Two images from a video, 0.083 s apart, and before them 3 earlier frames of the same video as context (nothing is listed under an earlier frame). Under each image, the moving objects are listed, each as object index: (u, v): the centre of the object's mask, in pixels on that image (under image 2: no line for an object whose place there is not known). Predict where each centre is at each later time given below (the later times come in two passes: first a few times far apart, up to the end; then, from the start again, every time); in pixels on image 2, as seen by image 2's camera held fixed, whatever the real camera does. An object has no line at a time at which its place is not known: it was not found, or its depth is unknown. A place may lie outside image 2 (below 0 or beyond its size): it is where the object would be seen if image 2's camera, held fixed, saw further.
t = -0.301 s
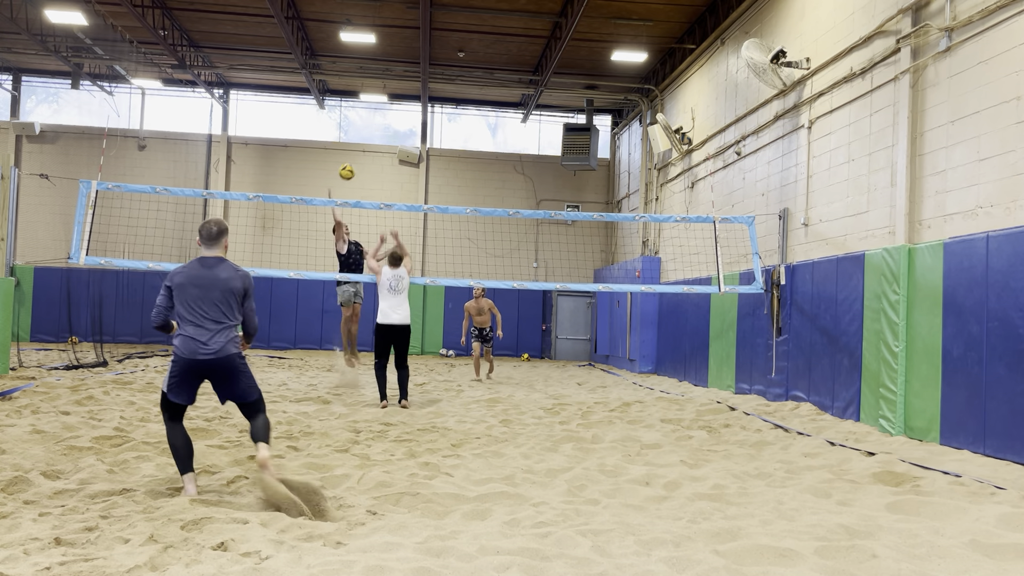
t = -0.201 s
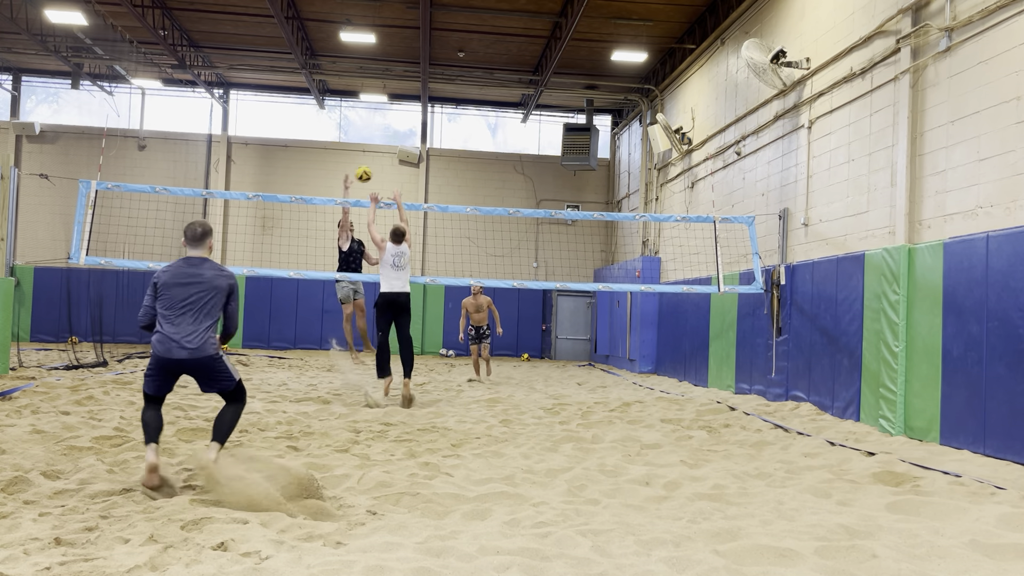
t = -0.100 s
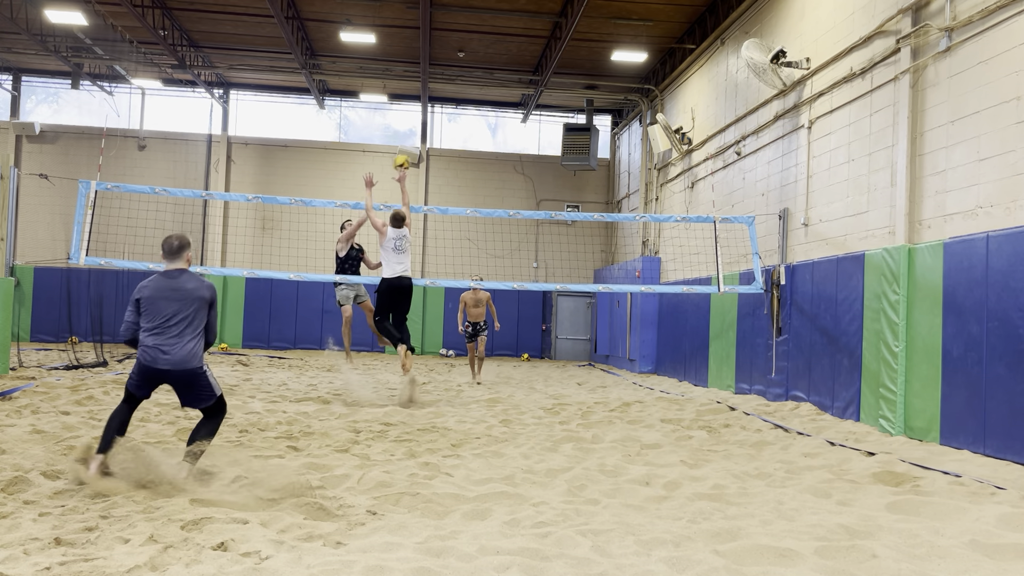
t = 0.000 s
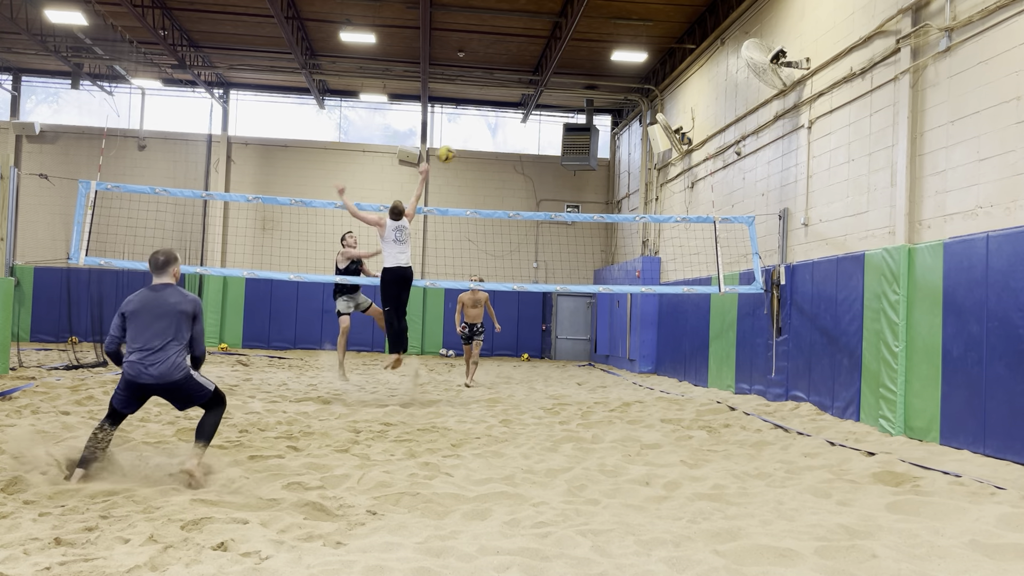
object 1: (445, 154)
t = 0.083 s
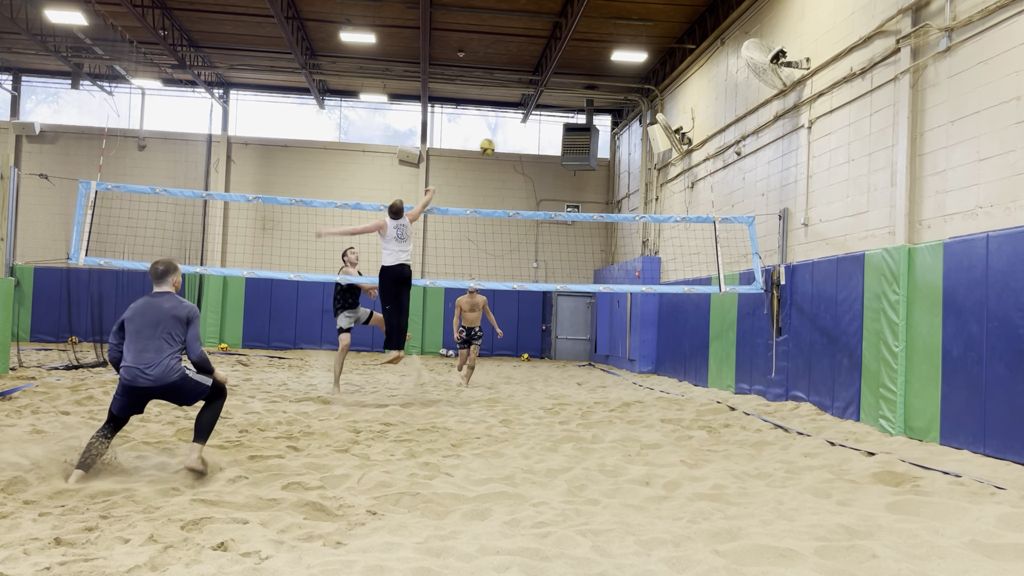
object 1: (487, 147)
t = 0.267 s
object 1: (582, 151)
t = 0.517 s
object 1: (719, 207)
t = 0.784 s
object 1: (872, 339)
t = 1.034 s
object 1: (813, 416)
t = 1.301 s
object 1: (745, 417)
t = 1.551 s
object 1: (695, 410)
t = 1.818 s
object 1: (660, 408)
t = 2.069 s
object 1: (635, 408)
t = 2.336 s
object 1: (615, 405)
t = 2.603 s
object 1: (599, 407)
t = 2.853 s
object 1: (583, 409)
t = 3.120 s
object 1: (572, 410)
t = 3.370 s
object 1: (571, 411)
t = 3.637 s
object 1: (571, 412)
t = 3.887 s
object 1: (573, 412)
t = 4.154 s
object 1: (573, 412)
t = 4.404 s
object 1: (572, 412)
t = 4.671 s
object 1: (572, 412)
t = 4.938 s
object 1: (572, 412)
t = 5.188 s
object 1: (572, 412)
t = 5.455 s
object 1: (572, 412)
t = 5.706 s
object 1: (572, 412)
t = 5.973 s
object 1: (572, 412)
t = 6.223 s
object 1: (572, 412)
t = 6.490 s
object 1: (572, 412)
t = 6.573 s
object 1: (573, 412)
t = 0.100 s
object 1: (496, 146)
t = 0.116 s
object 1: (504, 145)
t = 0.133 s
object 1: (513, 145)
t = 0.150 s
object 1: (521, 145)
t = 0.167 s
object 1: (530, 145)
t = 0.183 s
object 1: (538, 146)
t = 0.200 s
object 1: (547, 146)
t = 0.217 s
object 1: (557, 147)
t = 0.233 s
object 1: (566, 148)
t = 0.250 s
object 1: (573, 149)
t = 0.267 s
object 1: (582, 151)
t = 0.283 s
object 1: (590, 153)
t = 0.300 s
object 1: (599, 155)
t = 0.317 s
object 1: (609, 158)
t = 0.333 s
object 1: (617, 160)
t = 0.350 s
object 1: (626, 163)
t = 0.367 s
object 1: (636, 167)
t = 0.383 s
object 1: (645, 170)
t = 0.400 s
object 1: (654, 173)
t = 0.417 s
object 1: (663, 177)
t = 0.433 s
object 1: (673, 181)
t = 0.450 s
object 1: (682, 186)
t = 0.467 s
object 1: (691, 191)
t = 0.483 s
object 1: (700, 196)
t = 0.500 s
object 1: (710, 202)
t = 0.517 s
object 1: (719, 207)
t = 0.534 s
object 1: (729, 213)
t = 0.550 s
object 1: (738, 219)
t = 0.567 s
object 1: (748, 226)
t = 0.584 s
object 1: (758, 233)
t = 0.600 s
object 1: (767, 241)
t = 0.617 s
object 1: (777, 248)
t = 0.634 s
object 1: (786, 255)
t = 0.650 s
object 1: (795, 263)
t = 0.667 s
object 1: (806, 272)
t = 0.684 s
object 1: (815, 280)
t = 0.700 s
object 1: (825, 289)
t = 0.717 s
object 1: (834, 298)
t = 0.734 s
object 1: (844, 308)
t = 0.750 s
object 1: (854, 318)
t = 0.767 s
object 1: (864, 329)
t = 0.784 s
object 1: (872, 339)
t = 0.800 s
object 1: (871, 343)
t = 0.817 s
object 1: (867, 347)
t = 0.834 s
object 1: (863, 351)
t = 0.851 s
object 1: (859, 356)
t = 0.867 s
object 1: (854, 360)
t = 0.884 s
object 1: (850, 365)
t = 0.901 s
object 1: (846, 370)
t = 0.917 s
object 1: (841, 375)
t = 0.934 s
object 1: (837, 381)
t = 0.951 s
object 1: (833, 387)
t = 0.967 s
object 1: (829, 392)
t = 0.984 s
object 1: (825, 399)
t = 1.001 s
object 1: (821, 405)
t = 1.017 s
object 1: (817, 412)
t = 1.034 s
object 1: (813, 416)
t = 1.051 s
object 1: (809, 415)
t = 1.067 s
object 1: (804, 414)
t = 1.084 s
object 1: (800, 413)
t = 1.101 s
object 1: (796, 412)
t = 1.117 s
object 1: (791, 411)
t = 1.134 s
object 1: (787, 411)
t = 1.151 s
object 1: (782, 412)
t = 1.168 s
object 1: (778, 412)
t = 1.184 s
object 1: (774, 412)
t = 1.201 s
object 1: (769, 413)
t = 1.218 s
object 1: (766, 414)
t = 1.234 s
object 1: (761, 416)
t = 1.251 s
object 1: (757, 417)
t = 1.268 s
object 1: (753, 418)
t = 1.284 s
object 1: (749, 417)
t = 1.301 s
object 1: (745, 417)
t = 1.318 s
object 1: (742, 416)
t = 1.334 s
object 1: (738, 415)
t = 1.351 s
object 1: (735, 414)
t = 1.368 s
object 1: (731, 413)
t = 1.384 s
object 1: (727, 412)
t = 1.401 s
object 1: (724, 412)
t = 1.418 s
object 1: (721, 411)
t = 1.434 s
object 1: (717, 411)
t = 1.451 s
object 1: (714, 412)
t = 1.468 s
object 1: (710, 412)
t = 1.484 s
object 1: (707, 413)
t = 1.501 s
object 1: (704, 412)
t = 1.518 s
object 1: (701, 411)
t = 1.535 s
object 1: (698, 411)
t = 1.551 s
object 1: (695, 410)
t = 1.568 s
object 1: (692, 410)
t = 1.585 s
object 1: (690, 411)
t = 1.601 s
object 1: (687, 411)
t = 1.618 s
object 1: (684, 412)
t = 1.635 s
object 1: (681, 413)
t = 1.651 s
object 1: (678, 414)
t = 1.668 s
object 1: (676, 415)
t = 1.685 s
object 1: (674, 414)
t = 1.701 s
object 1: (672, 412)
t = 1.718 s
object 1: (670, 411)
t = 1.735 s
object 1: (668, 410)
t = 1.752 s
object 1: (667, 409)
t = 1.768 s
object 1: (665, 409)
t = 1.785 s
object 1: (663, 408)
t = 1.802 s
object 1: (661, 408)
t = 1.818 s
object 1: (660, 408)
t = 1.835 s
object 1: (658, 408)
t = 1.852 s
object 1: (657, 408)
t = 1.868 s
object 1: (655, 408)
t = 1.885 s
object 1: (653, 408)
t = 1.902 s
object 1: (651, 408)
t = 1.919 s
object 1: (650, 408)
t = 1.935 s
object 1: (648, 408)
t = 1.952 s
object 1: (646, 408)
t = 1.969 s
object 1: (645, 408)
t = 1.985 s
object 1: (643, 408)
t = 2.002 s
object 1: (641, 408)
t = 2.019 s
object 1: (640, 408)
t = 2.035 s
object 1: (638, 408)
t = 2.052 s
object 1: (636, 408)
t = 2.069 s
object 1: (635, 408)
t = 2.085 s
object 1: (633, 408)
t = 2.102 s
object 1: (632, 407)
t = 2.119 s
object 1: (630, 408)
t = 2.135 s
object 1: (629, 407)
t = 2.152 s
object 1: (628, 407)
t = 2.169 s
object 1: (626, 407)
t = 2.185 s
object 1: (625, 407)
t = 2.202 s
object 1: (624, 407)
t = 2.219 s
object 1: (622, 407)
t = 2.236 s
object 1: (621, 406)
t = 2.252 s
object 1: (620, 406)
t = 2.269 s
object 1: (619, 406)
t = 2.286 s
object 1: (618, 406)
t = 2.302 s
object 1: (617, 405)
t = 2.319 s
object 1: (616, 405)
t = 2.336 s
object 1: (615, 405)
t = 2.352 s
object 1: (613, 405)
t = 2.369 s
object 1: (613, 404)
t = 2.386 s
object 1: (612, 404)
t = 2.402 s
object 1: (611, 404)
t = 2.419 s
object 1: (610, 404)
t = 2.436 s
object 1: (609, 404)
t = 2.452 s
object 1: (608, 404)
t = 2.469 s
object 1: (607, 404)
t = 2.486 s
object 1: (606, 404)
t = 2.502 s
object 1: (605, 405)
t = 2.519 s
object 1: (604, 405)
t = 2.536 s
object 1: (603, 406)
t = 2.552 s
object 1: (602, 406)
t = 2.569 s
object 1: (601, 406)
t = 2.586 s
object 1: (600, 407)
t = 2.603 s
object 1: (599, 407)
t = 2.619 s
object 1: (598, 408)
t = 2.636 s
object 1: (597, 408)
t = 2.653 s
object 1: (596, 408)
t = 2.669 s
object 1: (595, 409)
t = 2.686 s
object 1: (593, 409)
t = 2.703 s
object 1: (592, 409)
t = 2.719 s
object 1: (591, 409)
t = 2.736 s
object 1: (590, 409)
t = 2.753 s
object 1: (589, 409)
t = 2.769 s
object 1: (588, 409)
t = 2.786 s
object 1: (587, 409)
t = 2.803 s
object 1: (585, 409)
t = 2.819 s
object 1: (584, 409)
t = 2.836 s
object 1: (584, 409)
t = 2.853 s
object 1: (583, 409)
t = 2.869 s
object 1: (582, 409)
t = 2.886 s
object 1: (581, 409)
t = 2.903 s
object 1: (580, 409)
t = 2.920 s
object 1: (579, 409)
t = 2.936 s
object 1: (579, 409)
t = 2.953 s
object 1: (578, 409)
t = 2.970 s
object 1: (577, 410)
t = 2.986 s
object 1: (576, 410)
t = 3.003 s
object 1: (576, 410)
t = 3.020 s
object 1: (575, 410)
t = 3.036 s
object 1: (574, 410)
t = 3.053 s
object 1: (574, 411)
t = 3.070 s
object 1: (573, 411)
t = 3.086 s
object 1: (573, 411)
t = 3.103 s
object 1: (572, 411)
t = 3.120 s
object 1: (572, 410)
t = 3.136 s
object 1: (571, 410)
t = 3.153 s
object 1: (571, 410)
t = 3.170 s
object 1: (571, 410)
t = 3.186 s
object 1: (571, 410)
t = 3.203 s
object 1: (571, 410)
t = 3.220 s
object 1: (571, 410)
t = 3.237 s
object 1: (571, 410)
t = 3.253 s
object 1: (571, 410)
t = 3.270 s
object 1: (571, 410)
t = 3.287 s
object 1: (571, 410)
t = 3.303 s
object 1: (571, 410)
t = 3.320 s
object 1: (571, 410)
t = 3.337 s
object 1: (571, 410)
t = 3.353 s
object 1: (571, 411)
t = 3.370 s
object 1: (571, 411)
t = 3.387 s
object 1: (572, 411)
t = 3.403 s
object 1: (572, 411)
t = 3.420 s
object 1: (572, 411)
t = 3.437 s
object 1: (572, 411)
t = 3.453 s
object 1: (572, 411)
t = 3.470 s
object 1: (572, 411)
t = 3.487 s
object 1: (572, 411)
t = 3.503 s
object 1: (572, 411)
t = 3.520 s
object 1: (572, 411)
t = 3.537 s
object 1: (572, 412)
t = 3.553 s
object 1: (572, 412)
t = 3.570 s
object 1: (572, 412)
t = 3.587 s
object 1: (571, 412)
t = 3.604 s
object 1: (571, 412)
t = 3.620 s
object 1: (571, 412)
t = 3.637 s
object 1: (571, 412)
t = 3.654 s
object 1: (571, 412)
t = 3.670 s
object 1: (571, 412)
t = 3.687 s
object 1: (571, 412)
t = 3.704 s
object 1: (571, 412)
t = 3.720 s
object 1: (571, 412)
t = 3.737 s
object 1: (571, 412)
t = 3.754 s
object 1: (571, 412)
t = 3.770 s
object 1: (571, 412)
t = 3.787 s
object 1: (571, 412)
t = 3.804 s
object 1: (572, 412)
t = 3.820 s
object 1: (572, 412)
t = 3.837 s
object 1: (572, 412)
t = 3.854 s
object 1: (572, 412)
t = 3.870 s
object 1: (572, 412)
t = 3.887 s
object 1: (573, 412)
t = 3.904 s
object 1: (573, 412)
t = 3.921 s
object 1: (573, 412)
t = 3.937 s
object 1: (573, 412)
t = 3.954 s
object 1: (574, 412)
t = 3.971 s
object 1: (574, 412)
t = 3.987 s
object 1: (574, 412)
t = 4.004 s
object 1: (574, 412)
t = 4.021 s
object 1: (574, 412)
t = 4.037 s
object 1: (574, 412)
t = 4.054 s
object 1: (574, 412)
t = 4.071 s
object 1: (574, 412)
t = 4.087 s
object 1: (574, 412)
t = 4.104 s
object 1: (574, 412)
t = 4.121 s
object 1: (574, 412)
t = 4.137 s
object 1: (573, 412)
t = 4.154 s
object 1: (573, 412)
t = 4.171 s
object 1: (573, 412)
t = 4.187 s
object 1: (573, 412)
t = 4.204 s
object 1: (573, 412)
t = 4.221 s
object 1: (573, 412)
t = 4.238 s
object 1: (573, 412)
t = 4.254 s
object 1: (573, 412)
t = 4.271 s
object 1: (573, 412)
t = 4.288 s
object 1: (573, 412)
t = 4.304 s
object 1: (573, 412)
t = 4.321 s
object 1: (573, 412)
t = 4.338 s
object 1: (573, 412)
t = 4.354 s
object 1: (573, 412)
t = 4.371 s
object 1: (573, 412)
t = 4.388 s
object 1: (573, 412)
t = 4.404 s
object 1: (572, 412)
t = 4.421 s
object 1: (572, 412)
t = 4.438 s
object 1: (572, 412)
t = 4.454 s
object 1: (572, 412)
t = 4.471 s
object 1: (572, 412)
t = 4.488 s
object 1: (572, 412)
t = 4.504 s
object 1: (572, 412)
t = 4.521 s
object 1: (572, 412)
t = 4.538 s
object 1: (572, 412)
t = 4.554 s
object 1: (572, 412)
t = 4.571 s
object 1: (572, 412)
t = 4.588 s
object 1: (572, 412)
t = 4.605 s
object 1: (572, 412)
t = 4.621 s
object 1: (572, 412)
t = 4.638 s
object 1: (572, 412)
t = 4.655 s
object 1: (572, 412)
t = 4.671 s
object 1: (572, 412)
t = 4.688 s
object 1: (572, 412)
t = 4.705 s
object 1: (572, 412)
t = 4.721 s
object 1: (572, 412)
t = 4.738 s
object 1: (572, 412)
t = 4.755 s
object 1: (572, 412)
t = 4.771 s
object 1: (572, 412)
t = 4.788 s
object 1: (572, 412)
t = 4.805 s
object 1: (572, 412)
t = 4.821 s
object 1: (572, 412)
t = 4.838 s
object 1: (572, 412)
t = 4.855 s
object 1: (572, 412)
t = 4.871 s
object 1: (572, 412)
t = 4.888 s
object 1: (572, 412)
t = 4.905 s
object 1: (572, 412)
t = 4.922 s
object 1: (572, 412)
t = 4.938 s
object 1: (572, 412)
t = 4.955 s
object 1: (572, 412)
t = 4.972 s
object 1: (572, 412)
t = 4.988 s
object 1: (572, 412)
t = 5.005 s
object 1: (572, 412)
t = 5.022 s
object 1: (572, 412)
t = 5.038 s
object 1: (572, 412)
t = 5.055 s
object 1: (572, 412)
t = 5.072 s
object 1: (572, 412)
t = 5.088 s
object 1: (572, 412)
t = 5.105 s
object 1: (572, 412)
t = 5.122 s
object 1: (572, 412)
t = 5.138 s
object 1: (572, 412)
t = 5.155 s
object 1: (572, 412)
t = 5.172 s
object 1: (572, 412)
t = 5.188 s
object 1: (572, 412)
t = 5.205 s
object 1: (572, 412)
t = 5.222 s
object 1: (572, 412)
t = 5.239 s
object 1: (572, 412)
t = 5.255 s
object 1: (572, 412)
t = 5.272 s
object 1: (572, 412)
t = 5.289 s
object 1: (572, 412)
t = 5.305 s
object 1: (572, 412)
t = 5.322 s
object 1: (572, 412)
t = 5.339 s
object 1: (572, 412)
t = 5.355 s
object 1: (572, 412)
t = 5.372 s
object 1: (572, 412)
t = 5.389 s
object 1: (572, 412)
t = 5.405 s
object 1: (572, 412)
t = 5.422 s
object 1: (572, 412)
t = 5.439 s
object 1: (572, 412)
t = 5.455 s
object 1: (572, 412)
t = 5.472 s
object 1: (572, 412)
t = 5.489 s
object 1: (572, 412)
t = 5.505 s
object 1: (572, 412)
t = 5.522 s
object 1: (572, 412)
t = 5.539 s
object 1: (572, 412)
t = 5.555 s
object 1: (572, 412)
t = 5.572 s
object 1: (572, 412)
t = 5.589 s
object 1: (572, 412)
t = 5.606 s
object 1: (572, 412)
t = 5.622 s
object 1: (572, 412)
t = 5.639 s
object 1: (572, 412)
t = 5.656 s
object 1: (572, 412)
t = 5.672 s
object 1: (572, 412)
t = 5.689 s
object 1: (572, 412)
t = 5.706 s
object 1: (572, 412)
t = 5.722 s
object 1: (572, 412)
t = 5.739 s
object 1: (572, 412)
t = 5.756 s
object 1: (572, 412)
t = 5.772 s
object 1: (572, 412)
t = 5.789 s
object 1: (572, 412)
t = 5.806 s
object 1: (572, 412)
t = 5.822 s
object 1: (572, 412)
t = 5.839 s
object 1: (572, 412)
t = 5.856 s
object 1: (572, 412)
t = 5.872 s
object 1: (572, 412)
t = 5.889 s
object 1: (572, 412)
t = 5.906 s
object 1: (572, 412)
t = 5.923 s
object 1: (572, 412)
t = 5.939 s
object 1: (572, 412)
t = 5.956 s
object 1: (572, 412)
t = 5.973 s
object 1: (572, 412)
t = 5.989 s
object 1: (572, 412)
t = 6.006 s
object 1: (572, 412)
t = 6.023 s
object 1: (572, 412)
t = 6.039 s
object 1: (572, 412)
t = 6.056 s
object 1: (572, 412)
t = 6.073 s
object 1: (572, 412)
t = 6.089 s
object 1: (572, 412)
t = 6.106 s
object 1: (572, 412)
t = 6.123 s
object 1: (572, 412)
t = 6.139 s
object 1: (572, 412)
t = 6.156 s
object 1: (572, 412)
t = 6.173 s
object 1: (572, 412)
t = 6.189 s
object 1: (572, 412)
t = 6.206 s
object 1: (572, 412)
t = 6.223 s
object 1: (572, 412)
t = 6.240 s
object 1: (572, 412)
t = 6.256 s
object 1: (572, 412)
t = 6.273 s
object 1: (572, 412)
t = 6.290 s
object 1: (572, 412)
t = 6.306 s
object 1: (572, 412)
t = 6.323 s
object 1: (572, 412)
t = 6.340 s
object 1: (572, 412)
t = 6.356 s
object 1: (572, 412)
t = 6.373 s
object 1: (572, 412)
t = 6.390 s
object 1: (572, 412)
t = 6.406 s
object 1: (572, 412)
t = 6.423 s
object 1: (572, 412)
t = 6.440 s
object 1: (572, 412)
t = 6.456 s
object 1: (572, 412)
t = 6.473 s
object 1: (572, 412)
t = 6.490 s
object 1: (572, 412)
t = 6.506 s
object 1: (572, 412)
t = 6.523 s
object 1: (573, 412)
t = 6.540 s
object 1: (573, 412)
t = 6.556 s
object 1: (573, 412)
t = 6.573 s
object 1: (573, 412)
